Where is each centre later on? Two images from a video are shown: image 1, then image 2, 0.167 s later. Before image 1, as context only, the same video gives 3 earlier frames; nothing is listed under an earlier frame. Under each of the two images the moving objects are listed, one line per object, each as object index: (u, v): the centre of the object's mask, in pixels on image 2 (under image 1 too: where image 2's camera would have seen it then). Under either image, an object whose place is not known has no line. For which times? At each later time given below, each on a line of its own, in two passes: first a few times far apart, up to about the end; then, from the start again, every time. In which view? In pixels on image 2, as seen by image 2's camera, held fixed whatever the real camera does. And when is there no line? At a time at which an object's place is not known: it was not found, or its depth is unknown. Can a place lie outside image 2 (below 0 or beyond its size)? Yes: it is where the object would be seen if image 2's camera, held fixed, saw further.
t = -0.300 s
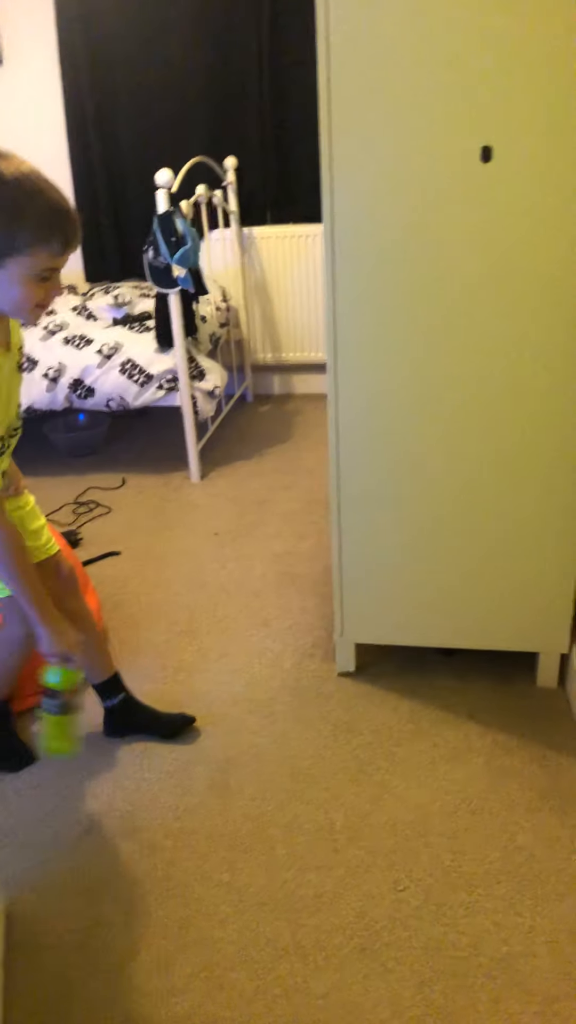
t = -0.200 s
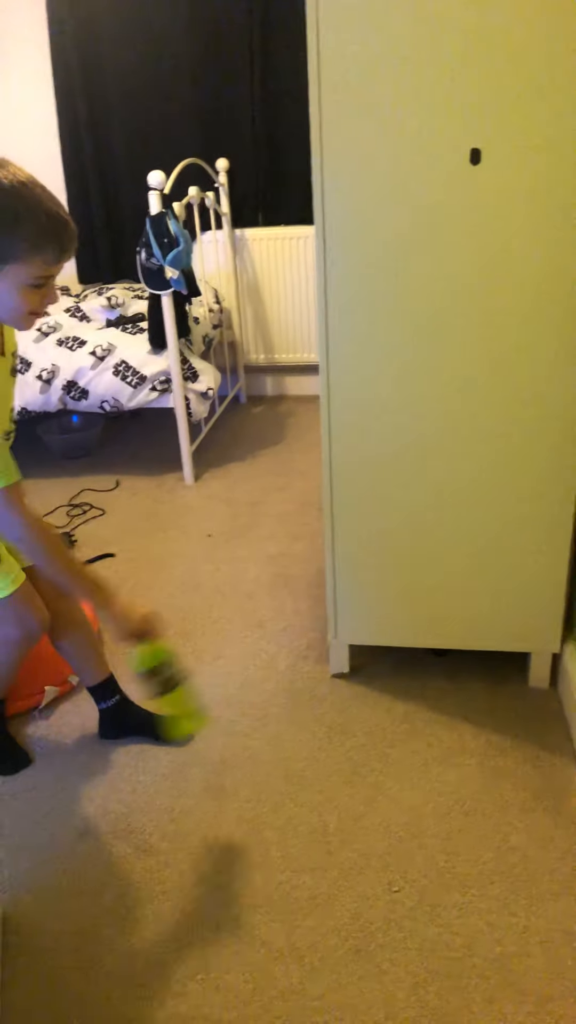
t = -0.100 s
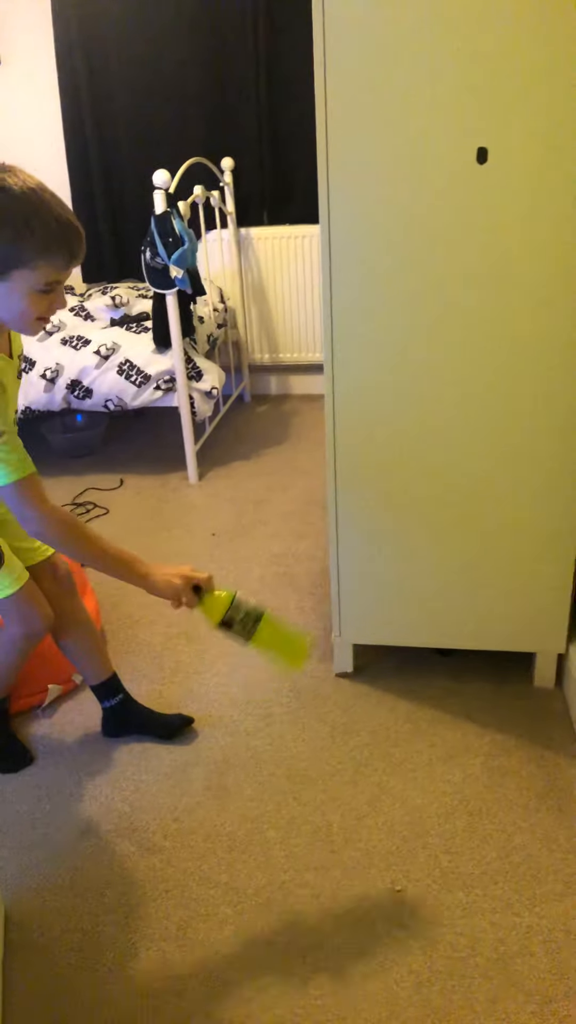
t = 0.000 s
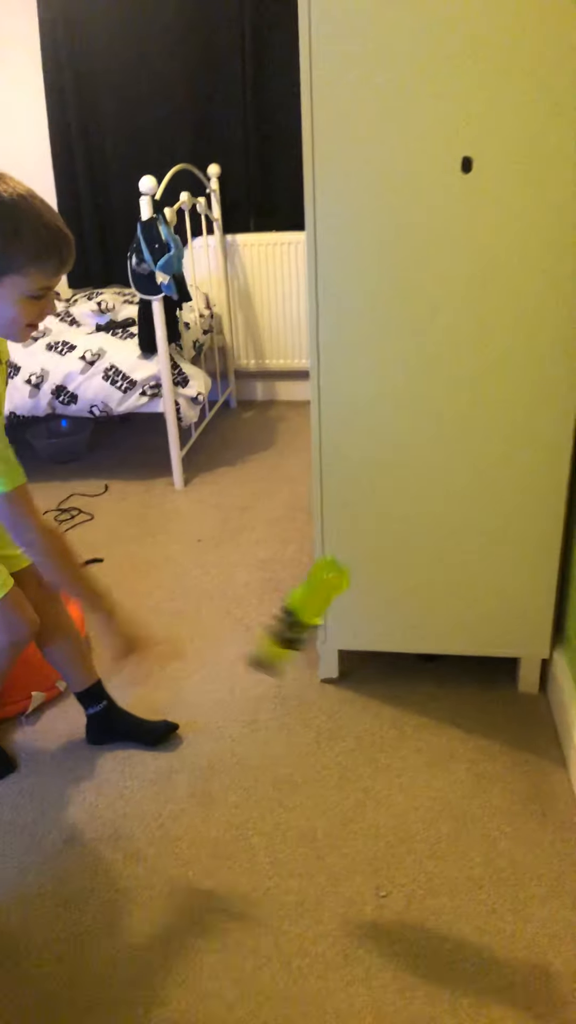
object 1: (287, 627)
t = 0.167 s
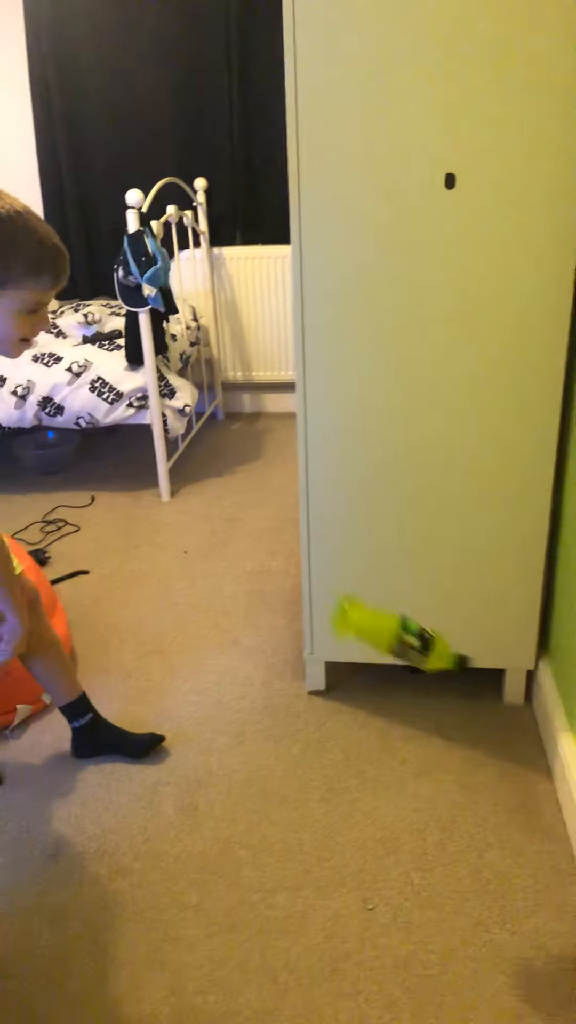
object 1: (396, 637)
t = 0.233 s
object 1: (432, 685)
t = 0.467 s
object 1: (505, 835)
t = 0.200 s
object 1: (412, 659)
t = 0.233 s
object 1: (432, 685)
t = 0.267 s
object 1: (448, 712)
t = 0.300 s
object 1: (463, 748)
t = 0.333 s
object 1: (477, 788)
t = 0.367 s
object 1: (493, 822)
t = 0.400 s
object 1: (503, 838)
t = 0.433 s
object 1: (504, 836)
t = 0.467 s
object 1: (505, 835)
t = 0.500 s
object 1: (505, 836)
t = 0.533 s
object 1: (502, 839)
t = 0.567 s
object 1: (501, 839)
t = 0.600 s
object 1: (500, 839)
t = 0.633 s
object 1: (500, 838)
